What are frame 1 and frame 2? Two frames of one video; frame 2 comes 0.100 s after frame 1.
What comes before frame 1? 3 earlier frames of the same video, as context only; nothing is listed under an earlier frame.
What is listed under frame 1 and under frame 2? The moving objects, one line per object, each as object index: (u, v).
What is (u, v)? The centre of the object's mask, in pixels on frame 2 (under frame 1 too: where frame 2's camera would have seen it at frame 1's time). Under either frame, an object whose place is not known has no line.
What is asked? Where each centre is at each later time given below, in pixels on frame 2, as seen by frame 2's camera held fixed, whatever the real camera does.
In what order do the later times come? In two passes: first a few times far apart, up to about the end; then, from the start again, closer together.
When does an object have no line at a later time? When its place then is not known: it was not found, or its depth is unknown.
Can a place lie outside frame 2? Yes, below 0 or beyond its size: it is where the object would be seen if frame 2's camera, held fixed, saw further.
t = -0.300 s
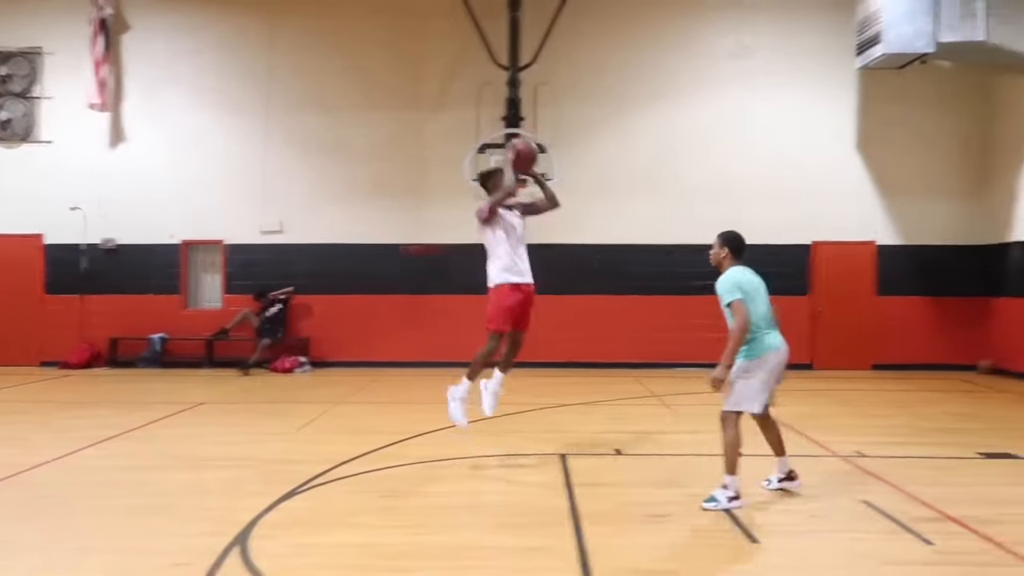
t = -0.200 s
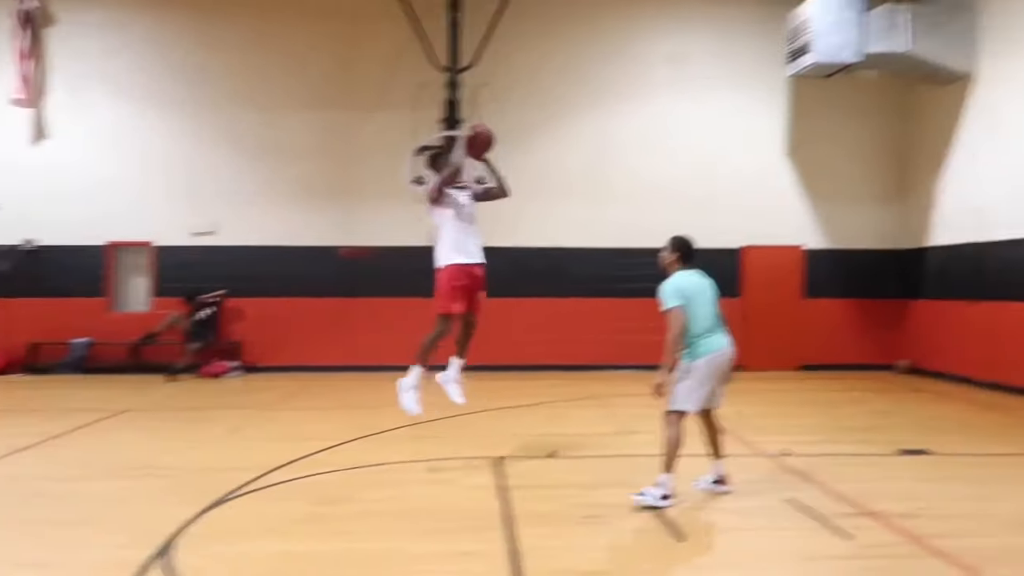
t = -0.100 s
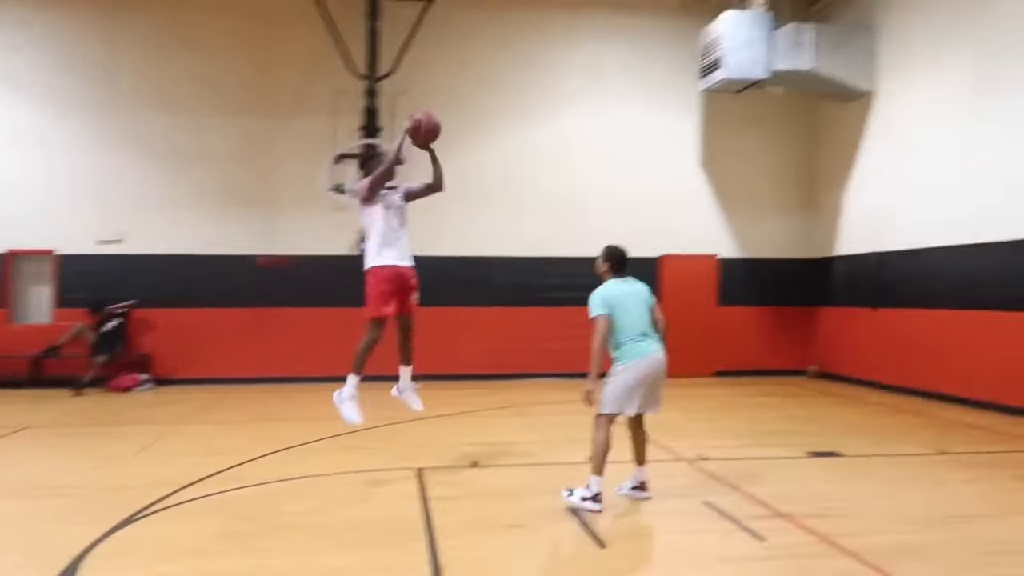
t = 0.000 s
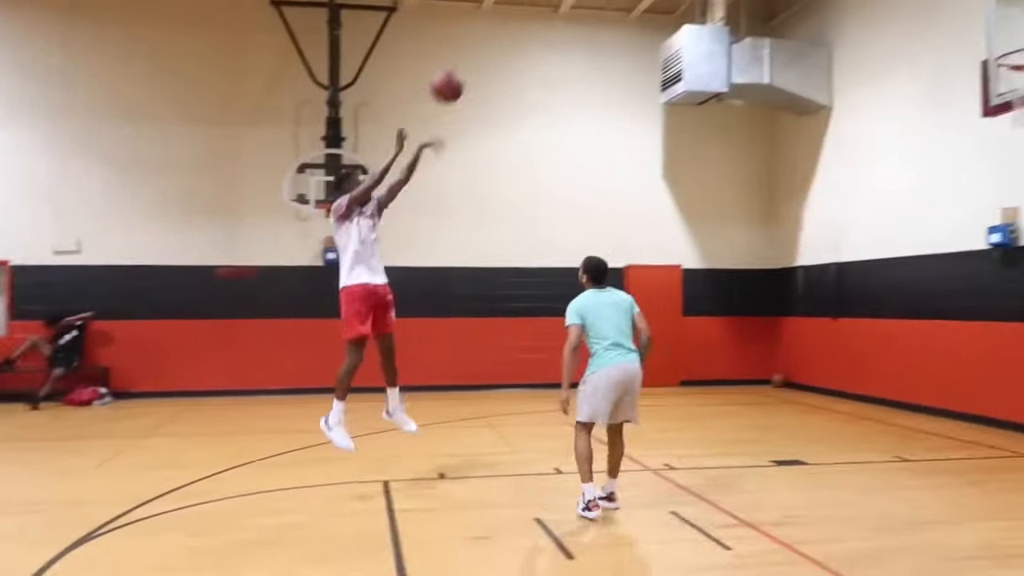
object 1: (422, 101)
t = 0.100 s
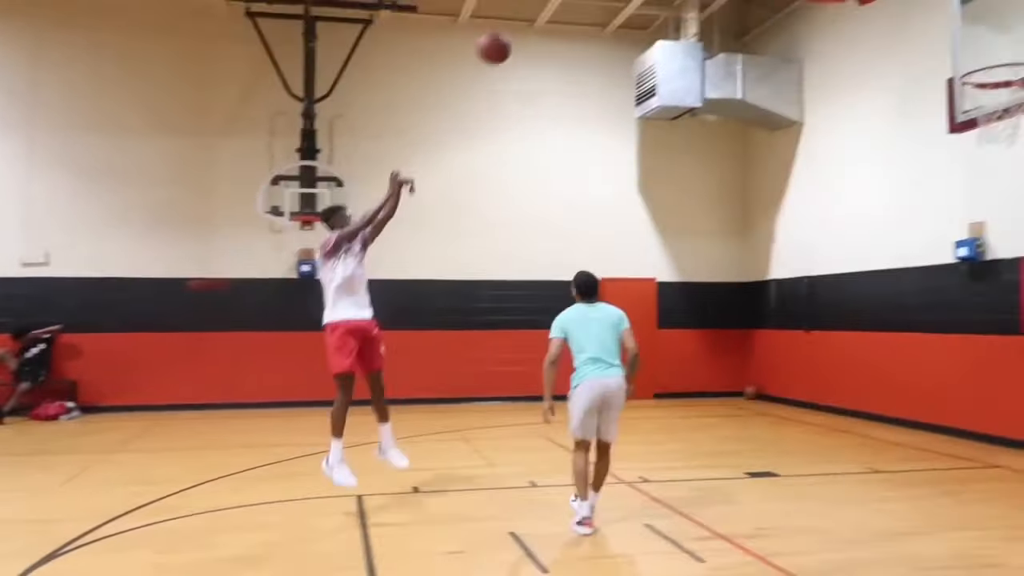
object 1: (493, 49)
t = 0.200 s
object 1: (566, 9)
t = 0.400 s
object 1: (709, -27)
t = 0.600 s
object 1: (850, -7)
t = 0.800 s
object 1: (998, 75)
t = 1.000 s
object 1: (1028, 149)
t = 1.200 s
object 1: (1046, 266)
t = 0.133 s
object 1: (518, 34)
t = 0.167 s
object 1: (541, 22)
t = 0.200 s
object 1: (566, 9)
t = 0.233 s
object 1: (590, -3)
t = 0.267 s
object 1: (614, -10)
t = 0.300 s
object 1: (638, -17)
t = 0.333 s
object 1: (660, -22)
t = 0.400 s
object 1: (709, -27)
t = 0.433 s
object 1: (732, -27)
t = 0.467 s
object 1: (756, -26)
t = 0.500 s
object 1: (779, -24)
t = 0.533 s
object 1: (802, -22)
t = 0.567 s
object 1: (827, -14)
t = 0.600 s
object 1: (850, -7)
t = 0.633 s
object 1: (875, 2)
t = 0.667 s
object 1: (901, 15)
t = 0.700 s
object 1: (924, 27)
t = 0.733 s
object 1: (948, 41)
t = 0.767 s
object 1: (971, 56)
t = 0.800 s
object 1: (998, 75)
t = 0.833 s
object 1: (1008, 93)
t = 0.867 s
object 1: (1023, 112)
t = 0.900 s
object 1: (1028, 123)
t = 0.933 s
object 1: (1027, 130)
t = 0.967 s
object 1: (1027, 136)
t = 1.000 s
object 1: (1028, 149)
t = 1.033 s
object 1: (1031, 162)
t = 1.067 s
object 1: (1036, 178)
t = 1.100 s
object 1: (1038, 196)
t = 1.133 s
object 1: (1041, 217)
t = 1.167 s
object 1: (1043, 240)
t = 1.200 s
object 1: (1046, 266)
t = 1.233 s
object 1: (1049, 290)
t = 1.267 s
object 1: (1053, 320)
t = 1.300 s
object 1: (1056, 348)
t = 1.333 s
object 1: (1058, 383)
